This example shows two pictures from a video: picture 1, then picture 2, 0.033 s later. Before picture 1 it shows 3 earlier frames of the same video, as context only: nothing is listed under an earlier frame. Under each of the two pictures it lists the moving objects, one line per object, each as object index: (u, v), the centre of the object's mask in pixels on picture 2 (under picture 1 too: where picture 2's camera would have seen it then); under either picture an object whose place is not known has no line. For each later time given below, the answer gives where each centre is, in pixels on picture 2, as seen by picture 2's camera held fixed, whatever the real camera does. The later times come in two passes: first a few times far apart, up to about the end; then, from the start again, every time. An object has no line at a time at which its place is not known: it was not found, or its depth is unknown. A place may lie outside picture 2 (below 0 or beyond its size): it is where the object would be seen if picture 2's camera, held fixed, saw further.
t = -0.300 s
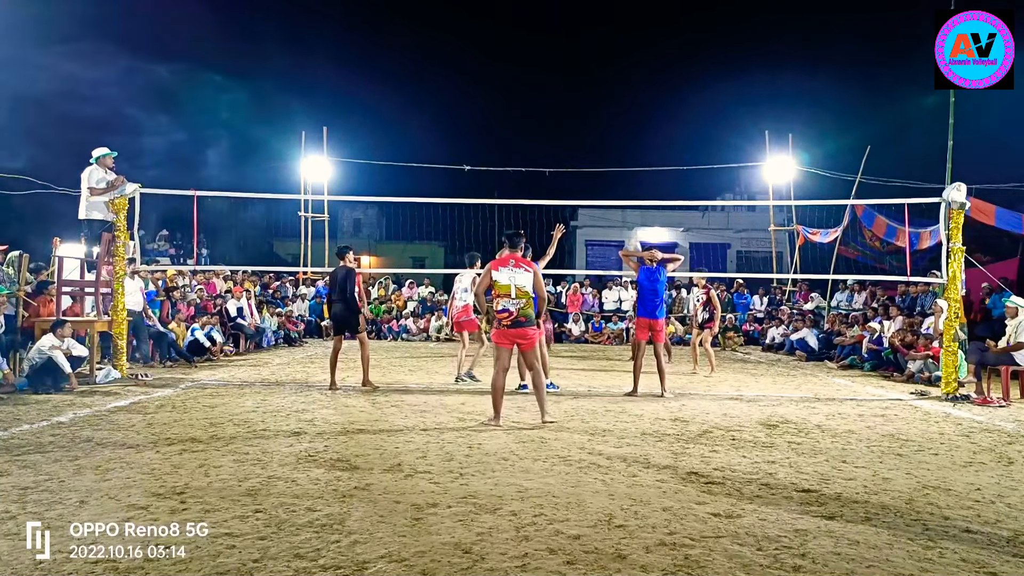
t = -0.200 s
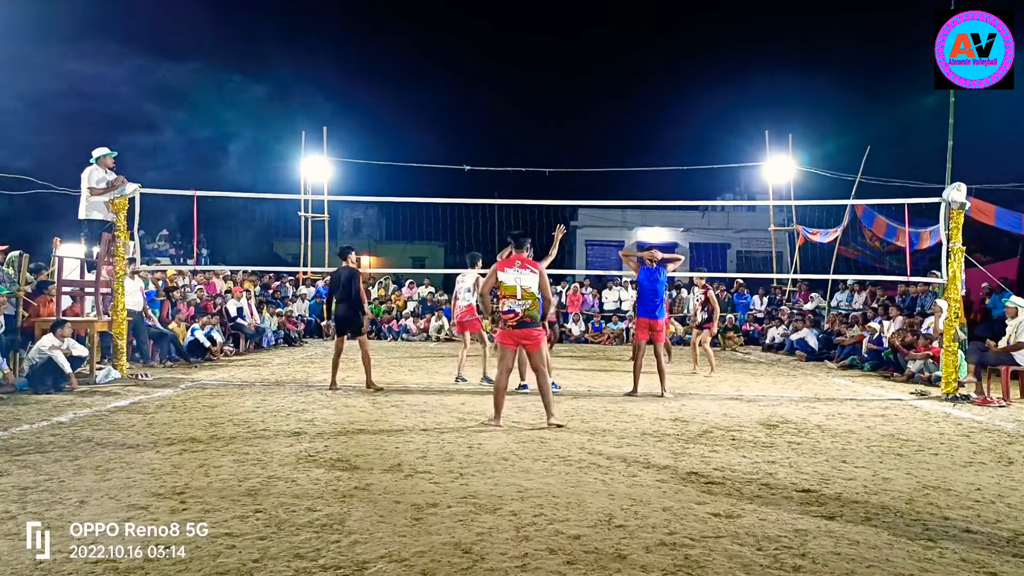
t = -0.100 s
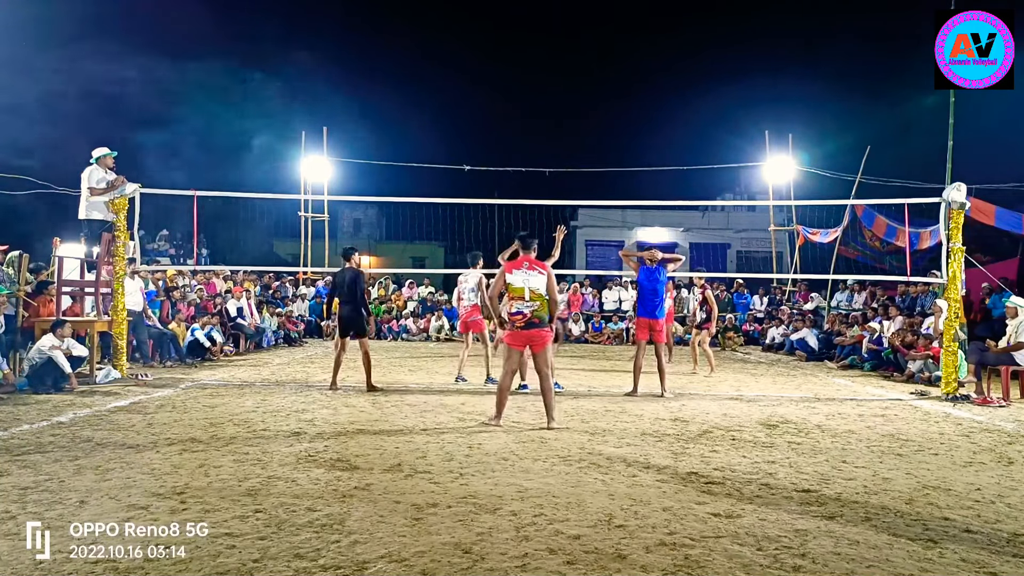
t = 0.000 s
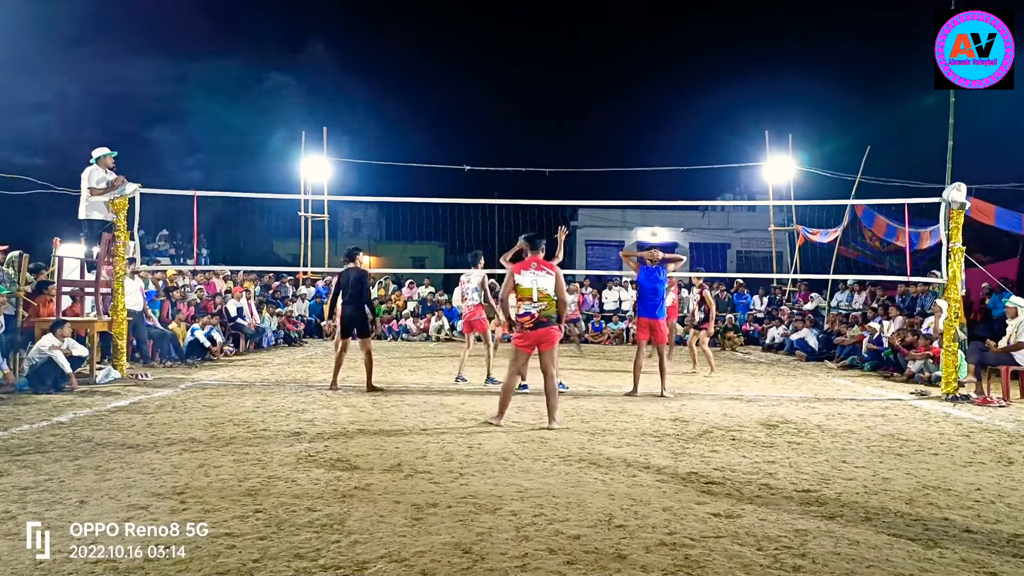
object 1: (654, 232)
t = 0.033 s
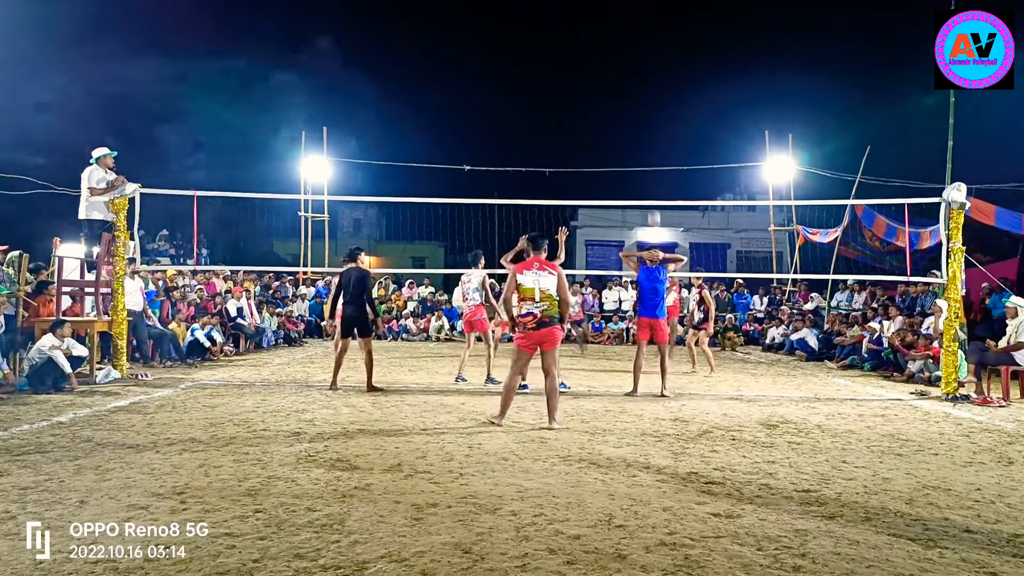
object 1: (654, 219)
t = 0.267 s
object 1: (648, 130)
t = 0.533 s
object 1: (640, 61)
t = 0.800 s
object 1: (630, 33)
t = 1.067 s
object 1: (617, 49)
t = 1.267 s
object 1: (606, 95)
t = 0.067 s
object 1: (654, 205)
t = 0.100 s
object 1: (653, 191)
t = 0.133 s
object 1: (652, 178)
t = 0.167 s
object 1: (651, 165)
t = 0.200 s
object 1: (650, 153)
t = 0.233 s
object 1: (649, 141)
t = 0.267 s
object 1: (648, 130)
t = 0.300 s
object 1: (648, 119)
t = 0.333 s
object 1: (647, 109)
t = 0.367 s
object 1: (646, 100)
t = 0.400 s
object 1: (645, 91)
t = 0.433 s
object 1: (644, 83)
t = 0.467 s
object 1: (643, 75)
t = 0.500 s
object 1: (641, 68)
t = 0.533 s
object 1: (640, 61)
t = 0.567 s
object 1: (639, 56)
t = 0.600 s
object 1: (638, 50)
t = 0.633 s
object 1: (637, 46)
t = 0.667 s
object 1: (635, 42)
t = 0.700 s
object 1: (634, 39)
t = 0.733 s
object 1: (633, 36)
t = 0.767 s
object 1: (631, 34)
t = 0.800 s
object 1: (630, 33)
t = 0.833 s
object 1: (628, 32)
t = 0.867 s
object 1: (627, 32)
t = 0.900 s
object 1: (625, 33)
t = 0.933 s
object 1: (624, 35)
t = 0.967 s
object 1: (622, 37)
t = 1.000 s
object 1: (620, 41)
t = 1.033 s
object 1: (619, 45)
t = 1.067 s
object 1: (617, 49)
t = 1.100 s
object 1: (615, 55)
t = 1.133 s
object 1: (613, 61)
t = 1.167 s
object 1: (612, 69)
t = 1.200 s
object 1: (610, 76)
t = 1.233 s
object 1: (608, 85)
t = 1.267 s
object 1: (606, 95)
